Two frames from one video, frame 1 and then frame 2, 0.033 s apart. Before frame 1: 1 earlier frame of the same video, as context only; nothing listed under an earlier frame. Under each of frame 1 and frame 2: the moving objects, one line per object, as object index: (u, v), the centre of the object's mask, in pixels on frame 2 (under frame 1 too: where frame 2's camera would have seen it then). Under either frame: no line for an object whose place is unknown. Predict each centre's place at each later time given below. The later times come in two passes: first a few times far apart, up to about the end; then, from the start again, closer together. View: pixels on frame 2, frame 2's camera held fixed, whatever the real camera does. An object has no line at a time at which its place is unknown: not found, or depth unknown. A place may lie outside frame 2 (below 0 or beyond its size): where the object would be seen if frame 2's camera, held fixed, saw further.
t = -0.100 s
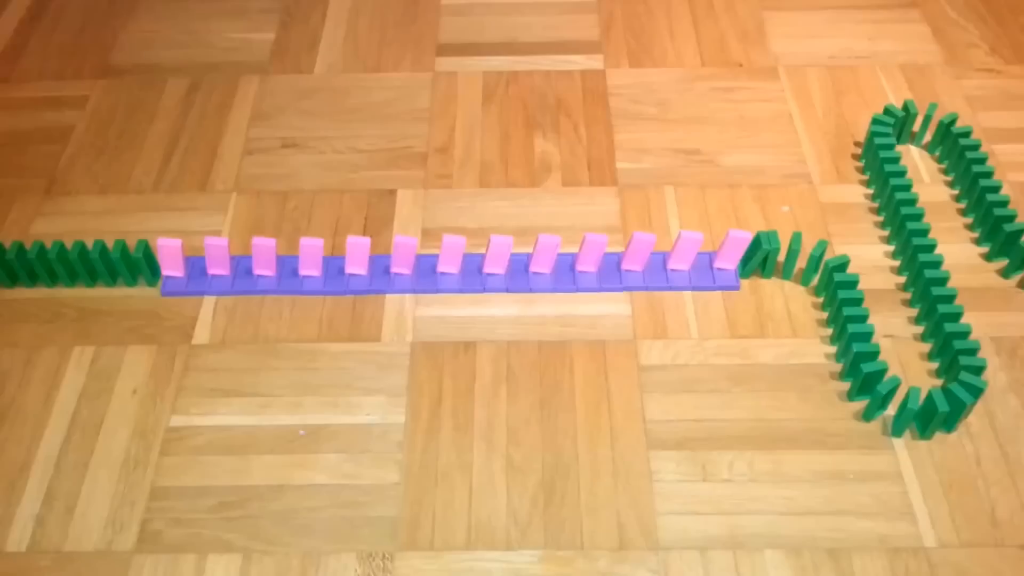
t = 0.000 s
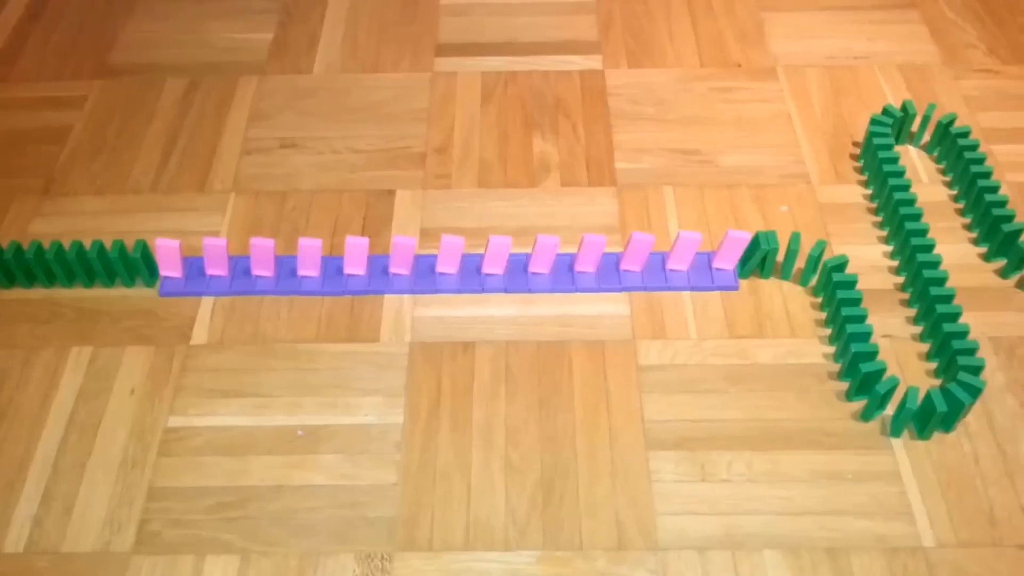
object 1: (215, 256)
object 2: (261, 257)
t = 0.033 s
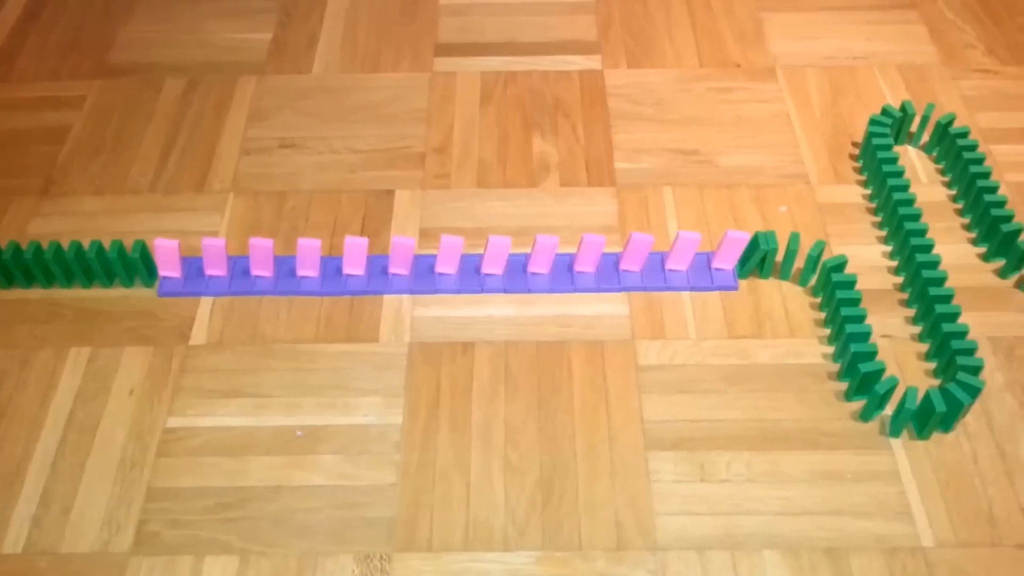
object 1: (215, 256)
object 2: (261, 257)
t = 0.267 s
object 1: (216, 256)
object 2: (261, 257)
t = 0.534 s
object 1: (235, 256)
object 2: (266, 257)
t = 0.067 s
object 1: (215, 256)
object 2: (261, 257)
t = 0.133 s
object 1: (214, 256)
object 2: (261, 257)
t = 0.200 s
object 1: (215, 256)
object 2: (261, 256)
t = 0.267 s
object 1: (216, 256)
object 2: (261, 257)
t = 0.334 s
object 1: (216, 256)
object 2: (261, 257)
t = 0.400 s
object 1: (224, 254)
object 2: (261, 257)
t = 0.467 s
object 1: (231, 254)
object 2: (262, 257)
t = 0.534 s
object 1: (235, 256)
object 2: (266, 257)
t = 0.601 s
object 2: (269, 259)
